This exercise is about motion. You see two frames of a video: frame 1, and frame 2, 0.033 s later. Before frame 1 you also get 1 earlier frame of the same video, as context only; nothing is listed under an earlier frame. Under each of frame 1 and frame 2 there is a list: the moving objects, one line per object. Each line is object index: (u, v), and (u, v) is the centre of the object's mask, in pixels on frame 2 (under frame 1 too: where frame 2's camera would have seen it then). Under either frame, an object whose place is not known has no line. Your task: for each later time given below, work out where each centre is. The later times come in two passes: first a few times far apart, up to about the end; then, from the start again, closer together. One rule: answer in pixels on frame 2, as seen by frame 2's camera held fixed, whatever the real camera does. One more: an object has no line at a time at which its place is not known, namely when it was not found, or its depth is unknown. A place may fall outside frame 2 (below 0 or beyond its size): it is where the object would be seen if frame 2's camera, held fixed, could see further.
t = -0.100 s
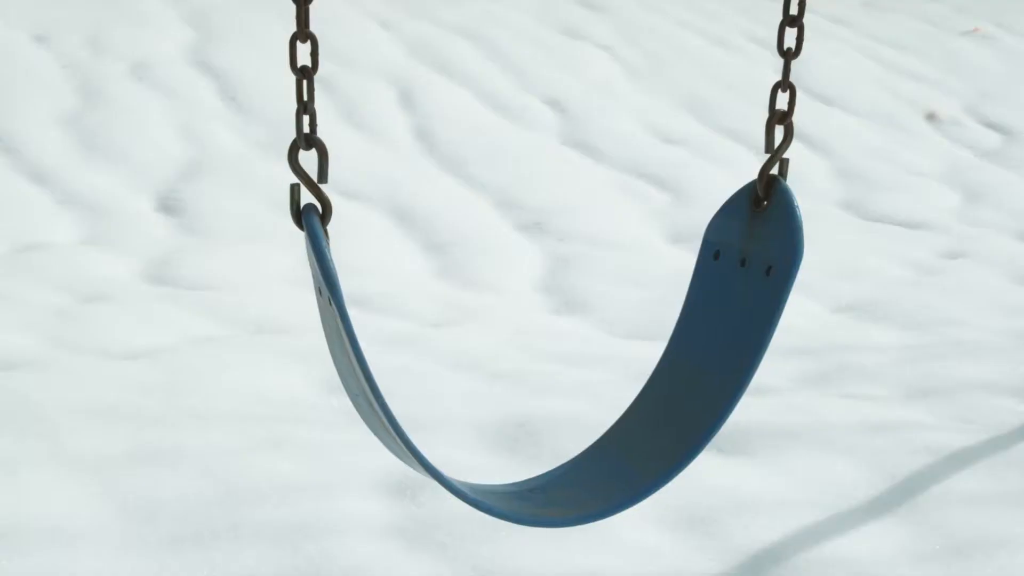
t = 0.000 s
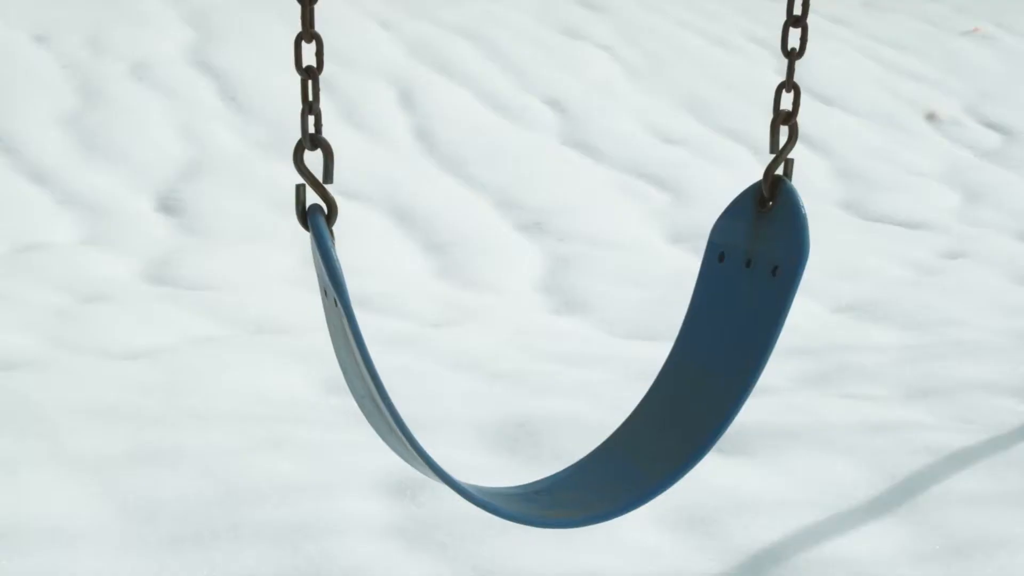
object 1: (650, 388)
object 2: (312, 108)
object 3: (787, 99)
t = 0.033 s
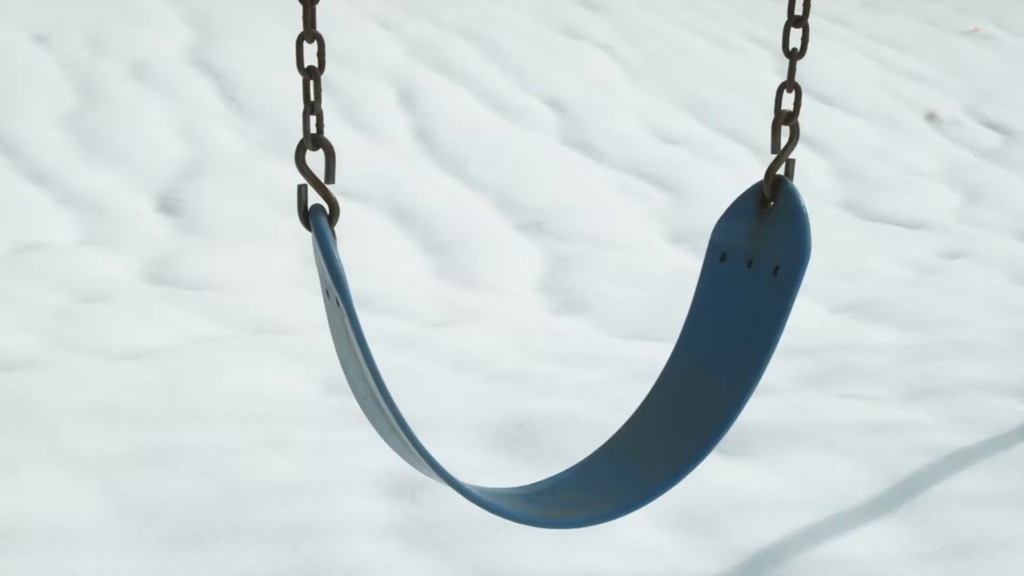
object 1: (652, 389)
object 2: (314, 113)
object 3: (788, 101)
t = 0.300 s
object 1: (661, 387)
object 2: (325, 114)
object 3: (795, 100)
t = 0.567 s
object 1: (656, 388)
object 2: (324, 113)
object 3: (795, 100)
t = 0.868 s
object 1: (645, 385)
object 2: (311, 112)
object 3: (784, 100)
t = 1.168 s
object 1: (631, 384)
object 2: (295, 119)
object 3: (768, 98)
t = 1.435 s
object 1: (618, 379)
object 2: (285, 112)
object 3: (755, 97)
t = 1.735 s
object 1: (613, 379)
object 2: (278, 119)
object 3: (750, 97)
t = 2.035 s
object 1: (627, 383)
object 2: (289, 112)
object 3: (763, 98)
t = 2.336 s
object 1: (643, 388)
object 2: (307, 120)
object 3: (781, 99)
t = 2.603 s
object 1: (655, 388)
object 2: (325, 113)
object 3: (795, 99)
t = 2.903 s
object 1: (669, 390)
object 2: (335, 113)
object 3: (805, 101)
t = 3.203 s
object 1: (668, 389)
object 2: (332, 121)
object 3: (805, 99)
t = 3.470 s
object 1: (653, 385)
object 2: (321, 112)
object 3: (793, 99)
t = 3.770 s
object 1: (637, 381)
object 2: (305, 111)
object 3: (775, 98)
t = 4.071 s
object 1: (623, 385)
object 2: (290, 112)
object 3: (760, 98)
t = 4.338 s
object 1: (620, 379)
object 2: (283, 119)
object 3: (756, 97)
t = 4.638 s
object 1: (626, 383)
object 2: (293, 112)
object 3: (766, 98)
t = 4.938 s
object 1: (647, 385)
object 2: (310, 112)
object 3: (782, 100)
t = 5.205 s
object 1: (661, 386)
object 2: (324, 121)
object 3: (796, 100)
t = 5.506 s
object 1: (669, 386)
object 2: (334, 121)
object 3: (806, 100)
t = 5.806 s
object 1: (663, 389)
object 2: (332, 113)
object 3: (803, 100)
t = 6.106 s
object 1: (651, 389)
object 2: (317, 120)
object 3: (789, 99)
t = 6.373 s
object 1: (638, 380)
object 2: (304, 112)
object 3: (774, 99)
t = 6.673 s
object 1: (623, 380)
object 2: (290, 119)
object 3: (762, 98)
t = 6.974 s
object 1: (625, 380)
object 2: (288, 119)
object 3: (760, 97)
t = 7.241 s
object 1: (633, 384)
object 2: (298, 112)
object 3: (769, 99)
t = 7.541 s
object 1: (646, 386)
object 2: (314, 113)
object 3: (785, 100)
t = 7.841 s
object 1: (661, 387)
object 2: (327, 113)
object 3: (798, 100)
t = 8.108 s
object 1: (668, 390)
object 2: (333, 113)
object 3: (804, 100)
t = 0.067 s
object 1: (653, 389)
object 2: (316, 113)
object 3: (789, 101)
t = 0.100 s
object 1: (656, 388)
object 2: (318, 108)
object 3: (790, 101)
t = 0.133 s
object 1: (655, 390)
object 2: (320, 113)
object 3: (791, 100)
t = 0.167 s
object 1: (656, 391)
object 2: (321, 113)
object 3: (792, 100)
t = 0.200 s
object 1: (658, 389)
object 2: (322, 108)
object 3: (793, 101)
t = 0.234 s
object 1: (657, 392)
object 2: (323, 113)
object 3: (794, 100)
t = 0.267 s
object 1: (660, 388)
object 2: (324, 114)
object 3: (795, 100)
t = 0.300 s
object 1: (661, 387)
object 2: (325, 114)
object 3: (795, 100)
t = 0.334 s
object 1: (660, 388)
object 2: (326, 113)
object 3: (796, 100)
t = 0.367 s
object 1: (660, 388)
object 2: (326, 113)
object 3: (797, 101)
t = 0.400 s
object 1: (660, 387)
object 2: (326, 113)
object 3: (797, 102)
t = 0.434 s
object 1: (660, 387)
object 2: (326, 113)
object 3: (796, 102)
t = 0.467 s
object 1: (660, 387)
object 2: (327, 113)
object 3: (797, 101)
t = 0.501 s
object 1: (659, 387)
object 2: (326, 113)
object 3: (796, 102)
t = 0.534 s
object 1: (657, 389)
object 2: (326, 113)
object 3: (796, 101)
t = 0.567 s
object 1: (656, 388)
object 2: (324, 113)
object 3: (795, 100)
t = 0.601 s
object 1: (656, 386)
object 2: (323, 113)
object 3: (794, 101)
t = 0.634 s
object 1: (656, 384)
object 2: (321, 113)
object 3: (793, 101)
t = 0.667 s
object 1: (653, 386)
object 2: (320, 113)
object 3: (793, 101)
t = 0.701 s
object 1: (651, 387)
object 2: (318, 113)
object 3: (792, 100)
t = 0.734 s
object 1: (650, 386)
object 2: (317, 112)
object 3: (791, 100)
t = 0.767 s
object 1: (648, 387)
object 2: (315, 112)
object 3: (789, 101)
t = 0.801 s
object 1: (647, 386)
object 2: (314, 112)
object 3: (788, 99)
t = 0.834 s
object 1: (646, 386)
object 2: (312, 112)
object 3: (786, 99)
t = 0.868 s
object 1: (645, 385)
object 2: (311, 112)
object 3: (784, 100)
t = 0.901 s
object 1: (641, 388)
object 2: (309, 112)
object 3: (783, 99)
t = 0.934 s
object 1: (641, 386)
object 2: (307, 112)
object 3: (780, 100)
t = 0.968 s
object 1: (641, 383)
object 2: (305, 112)
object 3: (778, 101)
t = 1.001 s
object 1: (639, 385)
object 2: (304, 112)
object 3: (777, 99)
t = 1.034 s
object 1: (637, 385)
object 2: (302, 112)
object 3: (775, 99)
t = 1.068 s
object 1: (634, 387)
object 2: (301, 112)
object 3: (773, 99)
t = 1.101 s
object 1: (634, 386)
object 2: (299, 112)
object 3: (771, 97)
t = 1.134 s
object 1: (634, 383)
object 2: (298, 112)
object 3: (769, 98)
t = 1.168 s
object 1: (631, 384)
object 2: (295, 119)
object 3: (768, 98)
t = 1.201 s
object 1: (630, 384)
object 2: (295, 112)
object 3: (766, 98)
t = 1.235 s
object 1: (630, 380)
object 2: (294, 112)
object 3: (764, 98)
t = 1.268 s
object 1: (626, 383)
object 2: (292, 112)
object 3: (762, 98)
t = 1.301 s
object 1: (623, 385)
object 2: (291, 112)
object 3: (761, 97)
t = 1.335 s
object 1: (623, 380)
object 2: (289, 112)
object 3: (759, 97)
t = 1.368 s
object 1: (622, 380)
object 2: (288, 112)
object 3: (758, 98)
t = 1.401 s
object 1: (620, 379)
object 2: (286, 119)
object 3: (756, 97)
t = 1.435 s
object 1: (618, 379)
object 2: (285, 112)
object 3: (755, 97)
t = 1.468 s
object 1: (615, 381)
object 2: (283, 119)
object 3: (754, 97)
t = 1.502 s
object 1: (613, 381)
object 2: (283, 112)
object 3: (753, 97)
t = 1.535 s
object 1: (613, 380)
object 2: (282, 112)
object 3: (752, 96)
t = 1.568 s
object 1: (613, 379)
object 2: (281, 111)
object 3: (751, 97)
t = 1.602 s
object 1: (612, 379)
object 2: (280, 119)
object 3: (750, 97)
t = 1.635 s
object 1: (611, 379)
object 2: (279, 119)
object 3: (750, 97)
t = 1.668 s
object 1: (611, 379)
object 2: (278, 119)
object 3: (750, 97)
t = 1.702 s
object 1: (612, 379)
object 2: (278, 119)
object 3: (750, 97)
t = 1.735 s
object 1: (613, 379)
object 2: (278, 119)
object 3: (750, 97)
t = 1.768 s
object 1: (613, 380)
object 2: (279, 119)
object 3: (751, 97)
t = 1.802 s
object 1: (615, 379)
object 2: (279, 119)
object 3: (752, 97)
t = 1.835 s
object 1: (616, 379)
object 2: (281, 112)
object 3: (754, 97)
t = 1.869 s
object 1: (618, 379)
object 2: (282, 112)
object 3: (755, 97)
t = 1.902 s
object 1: (620, 379)
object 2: (283, 112)
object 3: (756, 97)
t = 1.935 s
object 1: (622, 380)
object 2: (283, 119)
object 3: (758, 97)
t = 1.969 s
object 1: (620, 387)
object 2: (286, 112)
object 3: (760, 97)
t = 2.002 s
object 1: (625, 382)
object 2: (287, 112)
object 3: (762, 98)
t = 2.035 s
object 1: (627, 383)
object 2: (289, 112)
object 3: (763, 98)
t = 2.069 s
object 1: (629, 385)
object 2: (290, 119)
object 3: (766, 98)
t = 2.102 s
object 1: (633, 381)
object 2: (293, 112)
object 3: (767, 99)
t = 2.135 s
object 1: (634, 385)
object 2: (295, 112)
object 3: (769, 98)
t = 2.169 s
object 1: (633, 388)
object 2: (296, 120)
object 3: (771, 98)
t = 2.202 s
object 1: (637, 386)
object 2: (300, 112)
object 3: (773, 99)
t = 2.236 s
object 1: (641, 383)
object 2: (301, 112)
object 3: (775, 98)
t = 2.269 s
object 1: (640, 387)
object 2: (304, 112)
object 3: (777, 98)
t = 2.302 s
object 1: (642, 387)
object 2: (306, 113)
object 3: (779, 99)
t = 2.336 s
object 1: (643, 388)
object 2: (307, 120)
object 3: (781, 99)
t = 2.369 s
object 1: (646, 385)
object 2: (310, 113)
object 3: (783, 99)
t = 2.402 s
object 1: (647, 386)
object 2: (312, 113)
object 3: (784, 99)
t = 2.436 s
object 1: (649, 386)
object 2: (314, 113)
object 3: (786, 99)
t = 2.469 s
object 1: (650, 387)
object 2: (316, 113)
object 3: (788, 99)
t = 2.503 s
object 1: (650, 388)
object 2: (318, 113)
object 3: (790, 99)
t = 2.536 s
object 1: (651, 389)
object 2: (320, 121)
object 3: (791, 99)
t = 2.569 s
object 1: (655, 385)
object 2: (323, 113)
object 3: (793, 100)
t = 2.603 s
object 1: (655, 388)
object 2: (325, 113)
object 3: (795, 99)
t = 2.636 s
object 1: (656, 389)
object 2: (326, 121)
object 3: (797, 99)
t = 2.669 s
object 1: (658, 388)
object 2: (328, 113)
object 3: (798, 99)
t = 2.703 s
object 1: (662, 387)
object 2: (330, 113)
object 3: (800, 100)
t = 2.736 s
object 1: (662, 389)
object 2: (331, 121)
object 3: (801, 100)
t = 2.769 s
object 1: (665, 388)
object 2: (333, 113)
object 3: (803, 100)
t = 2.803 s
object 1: (664, 390)
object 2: (333, 113)
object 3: (802, 100)
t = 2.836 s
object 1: (668, 387)
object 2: (333, 113)
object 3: (803, 99)
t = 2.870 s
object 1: (668, 388)
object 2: (333, 121)
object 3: (804, 99)
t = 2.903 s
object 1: (669, 390)
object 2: (335, 113)
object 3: (805, 101)
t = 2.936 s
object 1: (670, 390)
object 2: (336, 113)
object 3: (806, 100)
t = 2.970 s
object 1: (670, 391)
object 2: (337, 113)
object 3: (807, 99)
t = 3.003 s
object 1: (670, 391)
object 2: (337, 113)
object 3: (807, 100)
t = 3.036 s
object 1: (673, 386)
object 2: (337, 113)
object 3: (807, 100)
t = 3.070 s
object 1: (671, 390)
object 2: (337, 113)
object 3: (807, 100)
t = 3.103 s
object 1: (670, 389)
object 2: (336, 113)
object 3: (807, 99)
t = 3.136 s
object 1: (669, 391)
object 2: (335, 113)
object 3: (807, 99)
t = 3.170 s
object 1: (668, 390)
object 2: (334, 113)
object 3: (806, 100)
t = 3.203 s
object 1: (668, 389)
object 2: (332, 121)
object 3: (805, 99)
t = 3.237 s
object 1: (668, 386)
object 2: (331, 113)
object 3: (803, 99)
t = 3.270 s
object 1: (665, 388)
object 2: (330, 113)
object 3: (802, 99)
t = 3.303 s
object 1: (661, 389)
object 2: (328, 113)
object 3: (800, 100)
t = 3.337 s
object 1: (660, 388)
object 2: (327, 113)
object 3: (799, 99)
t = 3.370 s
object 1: (660, 387)
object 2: (327, 112)
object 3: (798, 99)
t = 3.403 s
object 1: (656, 388)
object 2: (325, 112)
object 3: (797, 99)
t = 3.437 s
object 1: (655, 387)
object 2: (323, 112)
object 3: (795, 99)
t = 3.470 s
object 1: (653, 385)
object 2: (321, 112)
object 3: (793, 99)
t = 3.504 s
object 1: (650, 386)
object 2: (320, 112)
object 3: (791, 99)
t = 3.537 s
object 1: (647, 387)
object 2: (318, 112)
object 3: (789, 99)
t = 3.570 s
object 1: (647, 383)
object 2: (316, 112)
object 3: (787, 99)
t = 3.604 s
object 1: (647, 380)
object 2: (314, 112)
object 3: (784, 99)
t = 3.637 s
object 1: (644, 381)
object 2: (312, 112)
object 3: (782, 99)
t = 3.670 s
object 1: (641, 383)
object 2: (310, 112)
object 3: (780, 99)
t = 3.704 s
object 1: (640, 383)
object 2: (309, 112)
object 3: (779, 98)
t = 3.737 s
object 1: (639, 380)
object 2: (307, 112)
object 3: (777, 98)
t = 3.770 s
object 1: (637, 381)
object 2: (305, 111)
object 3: (775, 98)
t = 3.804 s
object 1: (633, 384)
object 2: (304, 112)
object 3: (773, 98)
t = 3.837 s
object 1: (634, 382)
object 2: (301, 119)
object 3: (771, 98)
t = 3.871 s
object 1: (634, 380)
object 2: (299, 119)
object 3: (769, 98)
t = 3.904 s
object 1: (632, 379)
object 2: (299, 112)
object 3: (767, 98)
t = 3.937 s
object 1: (626, 387)
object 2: (296, 112)
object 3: (765, 97)
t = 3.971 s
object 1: (627, 384)
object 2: (294, 119)
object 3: (764, 97)
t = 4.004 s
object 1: (627, 382)
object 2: (294, 111)
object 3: (763, 98)
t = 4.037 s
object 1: (626, 383)
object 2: (292, 112)
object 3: (761, 98)
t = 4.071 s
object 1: (623, 385)
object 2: (290, 112)
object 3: (760, 98)
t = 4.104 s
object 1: (625, 380)
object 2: (288, 119)
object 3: (759, 98)
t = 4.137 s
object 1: (623, 381)
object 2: (287, 112)
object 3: (758, 98)
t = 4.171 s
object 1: (622, 382)
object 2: (287, 112)
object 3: (758, 98)
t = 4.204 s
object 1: (622, 379)
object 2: (286, 112)
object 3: (757, 98)
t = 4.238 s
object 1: (621, 379)
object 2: (285, 112)
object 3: (757, 97)
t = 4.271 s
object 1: (620, 379)
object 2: (283, 119)
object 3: (757, 96)
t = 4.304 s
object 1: (620, 379)
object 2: (283, 119)
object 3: (757, 96)
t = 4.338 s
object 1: (620, 379)
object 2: (283, 119)
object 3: (756, 97)
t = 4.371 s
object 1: (620, 379)
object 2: (283, 119)
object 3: (757, 97)
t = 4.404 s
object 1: (620, 379)
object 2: (284, 119)
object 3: (757, 97)
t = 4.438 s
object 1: (621, 379)
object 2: (285, 111)
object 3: (758, 97)
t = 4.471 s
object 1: (620, 382)
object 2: (285, 119)
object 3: (759, 97)
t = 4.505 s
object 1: (622, 380)
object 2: (287, 112)
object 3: (760, 97)
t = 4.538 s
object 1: (622, 381)
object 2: (288, 112)
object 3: (761, 97)
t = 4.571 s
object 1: (623, 382)
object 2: (289, 119)
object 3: (763, 97)
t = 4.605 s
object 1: (625, 382)
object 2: (290, 119)
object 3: (764, 98)
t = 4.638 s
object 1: (626, 383)
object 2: (293, 112)
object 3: (766, 98)
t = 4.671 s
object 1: (630, 380)
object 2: (294, 112)
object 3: (767, 98)
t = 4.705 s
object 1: (632, 381)
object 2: (295, 120)
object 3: (769, 98)
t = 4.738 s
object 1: (633, 383)
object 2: (298, 112)
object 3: (771, 99)
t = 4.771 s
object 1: (633, 387)
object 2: (300, 112)
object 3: (773, 99)
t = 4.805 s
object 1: (637, 385)
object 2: (302, 120)
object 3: (775, 99)
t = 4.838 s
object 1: (640, 383)
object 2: (305, 112)
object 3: (776, 99)
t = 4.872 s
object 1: (640, 387)
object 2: (306, 112)
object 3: (778, 99)
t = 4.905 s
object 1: (641, 389)
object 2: (307, 120)
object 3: (780, 100)
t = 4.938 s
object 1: (647, 385)
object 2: (310, 112)
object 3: (782, 100)
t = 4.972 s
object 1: (647, 388)
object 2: (312, 113)
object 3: (784, 99)
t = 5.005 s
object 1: (649, 389)
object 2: (313, 121)
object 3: (785, 100)
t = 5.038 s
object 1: (654, 384)
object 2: (316, 113)
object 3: (787, 99)
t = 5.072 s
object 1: (654, 387)
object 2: (317, 113)
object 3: (789, 100)
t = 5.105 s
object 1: (654, 389)
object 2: (319, 121)
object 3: (790, 99)
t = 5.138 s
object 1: (656, 390)
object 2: (321, 113)
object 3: (792, 101)
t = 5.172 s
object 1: (660, 386)
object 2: (323, 113)
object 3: (794, 101)
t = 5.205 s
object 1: (661, 386)
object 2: (324, 121)
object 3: (796, 100)
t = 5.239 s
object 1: (661, 388)
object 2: (326, 113)
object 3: (797, 100)
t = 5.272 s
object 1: (662, 389)
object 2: (328, 113)
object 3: (799, 101)
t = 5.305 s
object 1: (663, 389)
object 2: (329, 113)
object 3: (801, 100)
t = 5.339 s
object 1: (664, 389)
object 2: (330, 121)
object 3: (802, 100)
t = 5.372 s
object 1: (665, 389)
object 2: (332, 113)
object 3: (804, 99)
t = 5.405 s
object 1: (665, 389)
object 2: (333, 113)
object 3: (805, 99)
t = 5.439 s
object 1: (667, 388)
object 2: (334, 113)
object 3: (806, 99)
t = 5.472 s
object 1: (669, 385)
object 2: (334, 121)
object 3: (806, 101)
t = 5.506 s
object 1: (669, 386)
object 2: (334, 121)
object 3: (806, 100)
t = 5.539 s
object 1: (669, 387)
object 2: (334, 121)
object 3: (807, 101)
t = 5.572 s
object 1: (668, 386)
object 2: (335, 121)
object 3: (807, 100)
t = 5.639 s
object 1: (668, 387)
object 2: (334, 121)
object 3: (807, 100)
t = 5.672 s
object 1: (669, 386)
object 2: (334, 121)
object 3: (807, 100)
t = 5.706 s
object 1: (669, 385)
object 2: (334, 121)
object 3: (806, 100)
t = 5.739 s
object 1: (668, 385)
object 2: (333, 121)
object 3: (805, 101)
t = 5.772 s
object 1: (665, 389)
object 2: (333, 113)
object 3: (804, 100)
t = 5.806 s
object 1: (663, 389)
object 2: (332, 113)
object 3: (803, 100)
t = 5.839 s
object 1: (663, 389)
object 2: (331, 113)
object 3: (802, 100)
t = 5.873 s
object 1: (662, 388)
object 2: (329, 121)
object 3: (801, 100)
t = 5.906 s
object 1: (661, 388)
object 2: (327, 121)
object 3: (799, 100)
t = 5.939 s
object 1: (660, 388)
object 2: (327, 113)
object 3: (797, 100)
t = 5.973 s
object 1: (657, 390)
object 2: (324, 121)
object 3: (796, 100)
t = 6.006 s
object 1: (656, 388)
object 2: (322, 121)
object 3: (794, 99)
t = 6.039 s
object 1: (656, 388)
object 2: (322, 113)
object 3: (793, 101)
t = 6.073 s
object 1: (654, 387)
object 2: (320, 113)
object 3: (791, 99)
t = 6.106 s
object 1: (651, 389)
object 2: (317, 120)
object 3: (789, 99)
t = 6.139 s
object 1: (651, 386)
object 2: (316, 112)
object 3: (786, 100)
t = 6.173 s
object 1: (648, 387)
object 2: (315, 113)
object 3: (785, 99)
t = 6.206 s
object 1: (646, 386)
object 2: (312, 120)
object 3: (783, 101)
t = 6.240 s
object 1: (646, 382)
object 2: (311, 112)
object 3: (781, 99)
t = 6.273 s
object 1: (641, 387)
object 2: (309, 112)
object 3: (779, 100)
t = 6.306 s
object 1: (640, 384)
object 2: (306, 120)
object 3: (777, 100)
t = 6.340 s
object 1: (640, 380)
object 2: (306, 112)
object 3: (776, 99)
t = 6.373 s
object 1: (638, 380)
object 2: (304, 112)
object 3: (774, 99)
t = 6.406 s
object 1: (636, 380)
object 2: (302, 120)
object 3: (772, 100)
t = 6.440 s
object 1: (634, 379)
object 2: (301, 112)
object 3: (771, 99)
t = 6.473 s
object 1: (632, 380)
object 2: (299, 111)
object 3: (769, 99)
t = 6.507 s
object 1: (629, 380)
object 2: (298, 112)
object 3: (768, 99)
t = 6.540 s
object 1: (628, 380)
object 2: (295, 119)
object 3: (767, 98)
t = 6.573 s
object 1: (626, 380)
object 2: (293, 119)
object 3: (765, 98)
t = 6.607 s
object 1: (624, 381)
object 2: (293, 111)
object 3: (764, 98)
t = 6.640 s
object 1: (623, 381)
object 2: (292, 112)
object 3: (762, 98)
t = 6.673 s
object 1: (623, 380)
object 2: (290, 119)
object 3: (762, 98)
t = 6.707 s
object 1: (623, 380)
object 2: (289, 119)
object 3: (761, 98)
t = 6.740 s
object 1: (622, 380)
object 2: (288, 119)
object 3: (760, 98)
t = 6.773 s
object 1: (622, 380)
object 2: (288, 119)
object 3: (760, 98)
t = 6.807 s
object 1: (622, 379)
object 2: (288, 111)
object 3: (759, 97)
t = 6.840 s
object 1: (622, 380)
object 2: (288, 112)
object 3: (759, 97)
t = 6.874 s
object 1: (622, 380)
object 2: (288, 112)
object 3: (759, 97)
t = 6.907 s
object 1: (623, 380)
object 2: (288, 112)
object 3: (759, 97)
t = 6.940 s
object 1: (623, 381)
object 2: (288, 112)
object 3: (760, 97)
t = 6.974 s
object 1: (625, 380)
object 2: (288, 119)
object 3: (760, 97)
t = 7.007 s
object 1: (625, 381)
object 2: (289, 119)
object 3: (761, 97)
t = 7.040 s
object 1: (626, 382)
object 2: (291, 112)
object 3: (762, 98)
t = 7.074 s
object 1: (626, 384)
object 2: (291, 120)
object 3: (763, 98)
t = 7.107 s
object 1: (628, 383)
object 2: (293, 112)
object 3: (763, 98)
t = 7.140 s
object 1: (630, 381)
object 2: (294, 112)
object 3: (765, 98)
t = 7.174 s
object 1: (632, 380)
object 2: (295, 112)
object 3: (766, 98)
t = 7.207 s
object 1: (634, 380)
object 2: (296, 120)
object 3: (768, 98)
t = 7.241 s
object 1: (633, 384)
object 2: (298, 112)
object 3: (769, 99)
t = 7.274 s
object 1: (636, 381)
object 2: (300, 112)
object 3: (771, 98)
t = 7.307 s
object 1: (637, 381)
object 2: (301, 120)
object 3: (773, 99)
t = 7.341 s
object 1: (639, 381)
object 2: (303, 112)
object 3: (774, 99)
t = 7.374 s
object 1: (639, 385)
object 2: (305, 112)
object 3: (776, 99)
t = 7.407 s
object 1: (640, 385)
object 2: (306, 120)
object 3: (778, 99)
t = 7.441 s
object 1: (643, 384)
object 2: (309, 112)
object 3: (780, 99)
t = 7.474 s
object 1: (645, 382)
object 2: (310, 113)
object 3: (781, 99)
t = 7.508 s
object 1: (646, 383)
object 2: (312, 112)
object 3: (783, 99)
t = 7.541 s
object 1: (646, 386)
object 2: (314, 113)
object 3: (785, 100)
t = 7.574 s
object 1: (647, 386)
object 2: (316, 113)
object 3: (786, 100)
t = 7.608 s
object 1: (649, 386)
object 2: (317, 113)
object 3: (788, 100)
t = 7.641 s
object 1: (649, 387)
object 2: (318, 121)
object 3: (789, 100)
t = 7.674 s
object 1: (654, 383)
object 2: (320, 113)
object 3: (791, 99)
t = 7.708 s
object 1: (654, 386)
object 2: (322, 113)
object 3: (793, 100)
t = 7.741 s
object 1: (654, 388)
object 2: (323, 113)
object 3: (794, 100)
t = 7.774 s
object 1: (657, 388)
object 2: (323, 121)
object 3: (796, 100)
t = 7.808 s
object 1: (660, 386)
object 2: (326, 114)
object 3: (797, 101)
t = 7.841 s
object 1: (661, 387)
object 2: (327, 113)
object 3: (798, 100)
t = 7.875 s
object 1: (662, 389)
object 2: (328, 113)
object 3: (800, 100)
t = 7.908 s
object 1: (664, 388)
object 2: (328, 121)
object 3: (801, 100)
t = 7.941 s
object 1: (664, 391)
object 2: (329, 122)
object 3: (802, 100)
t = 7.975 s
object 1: (668, 386)
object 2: (331, 114)
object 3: (803, 100)
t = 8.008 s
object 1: (669, 387)
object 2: (332, 114)
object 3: (803, 100)
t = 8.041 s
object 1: (667, 391)
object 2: (332, 114)
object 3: (804, 100)
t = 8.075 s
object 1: (669, 388)
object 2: (333, 113)
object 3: (804, 100)
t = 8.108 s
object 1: (668, 390)
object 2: (333, 113)
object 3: (804, 100)
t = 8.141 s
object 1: (668, 389)
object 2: (333, 113)
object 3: (804, 100)
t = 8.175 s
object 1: (669, 388)
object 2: (333, 113)
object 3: (804, 100)
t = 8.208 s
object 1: (669, 387)
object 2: (333, 113)
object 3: (804, 100)
